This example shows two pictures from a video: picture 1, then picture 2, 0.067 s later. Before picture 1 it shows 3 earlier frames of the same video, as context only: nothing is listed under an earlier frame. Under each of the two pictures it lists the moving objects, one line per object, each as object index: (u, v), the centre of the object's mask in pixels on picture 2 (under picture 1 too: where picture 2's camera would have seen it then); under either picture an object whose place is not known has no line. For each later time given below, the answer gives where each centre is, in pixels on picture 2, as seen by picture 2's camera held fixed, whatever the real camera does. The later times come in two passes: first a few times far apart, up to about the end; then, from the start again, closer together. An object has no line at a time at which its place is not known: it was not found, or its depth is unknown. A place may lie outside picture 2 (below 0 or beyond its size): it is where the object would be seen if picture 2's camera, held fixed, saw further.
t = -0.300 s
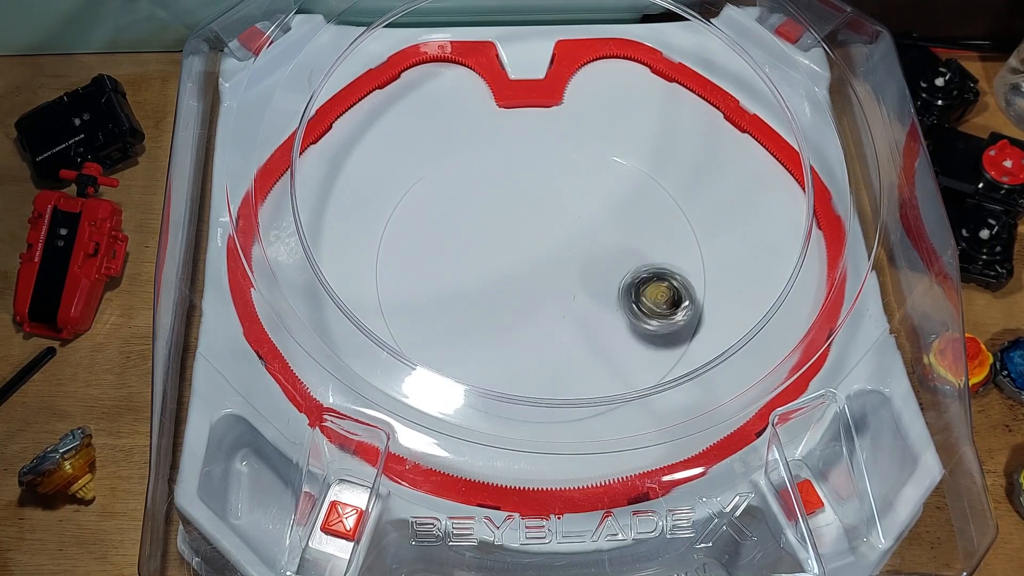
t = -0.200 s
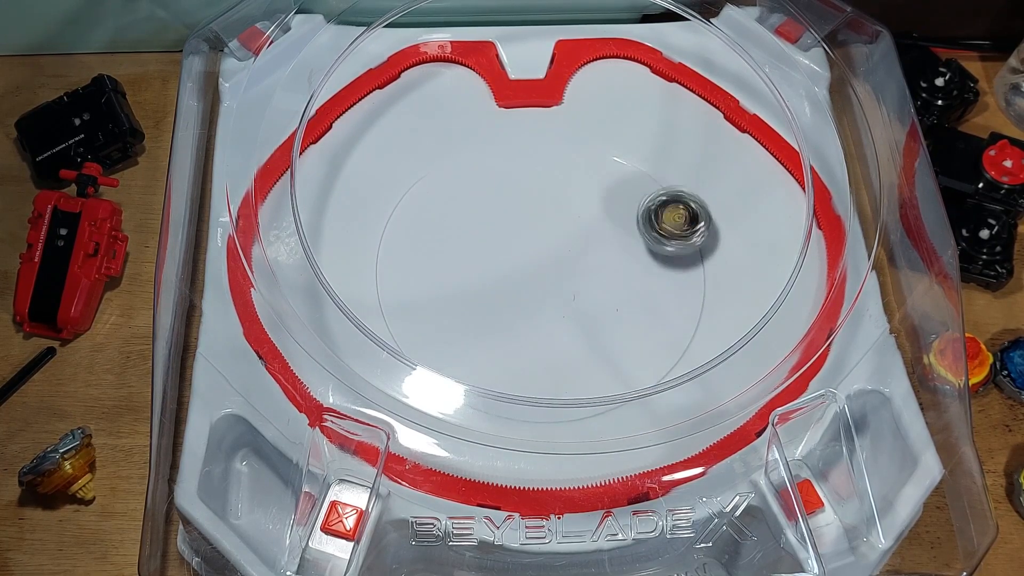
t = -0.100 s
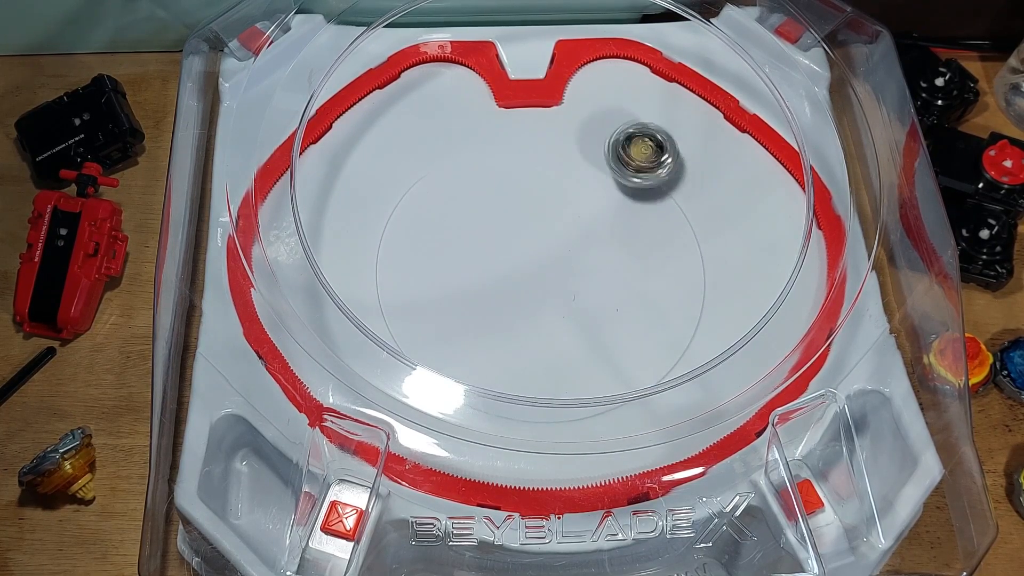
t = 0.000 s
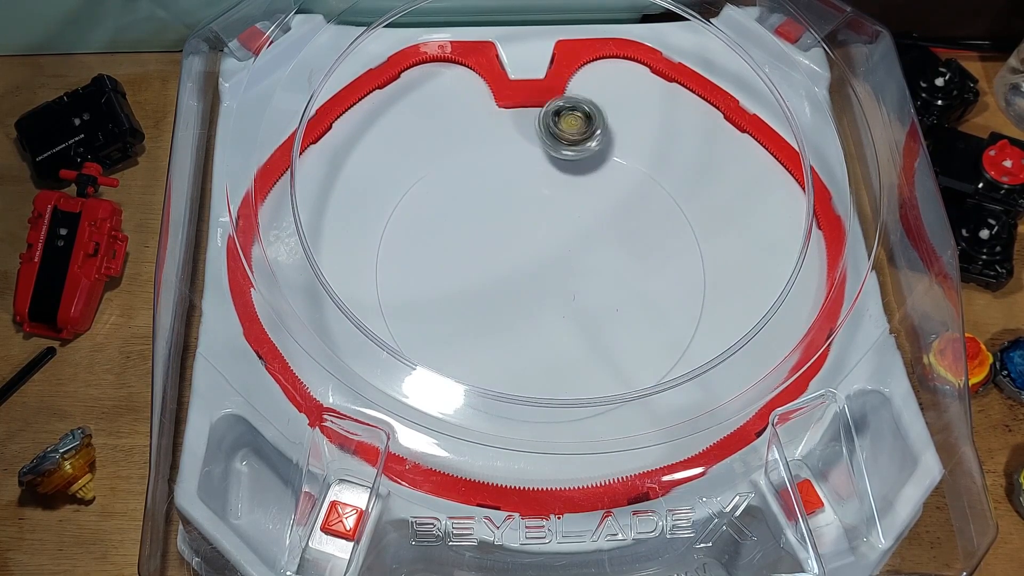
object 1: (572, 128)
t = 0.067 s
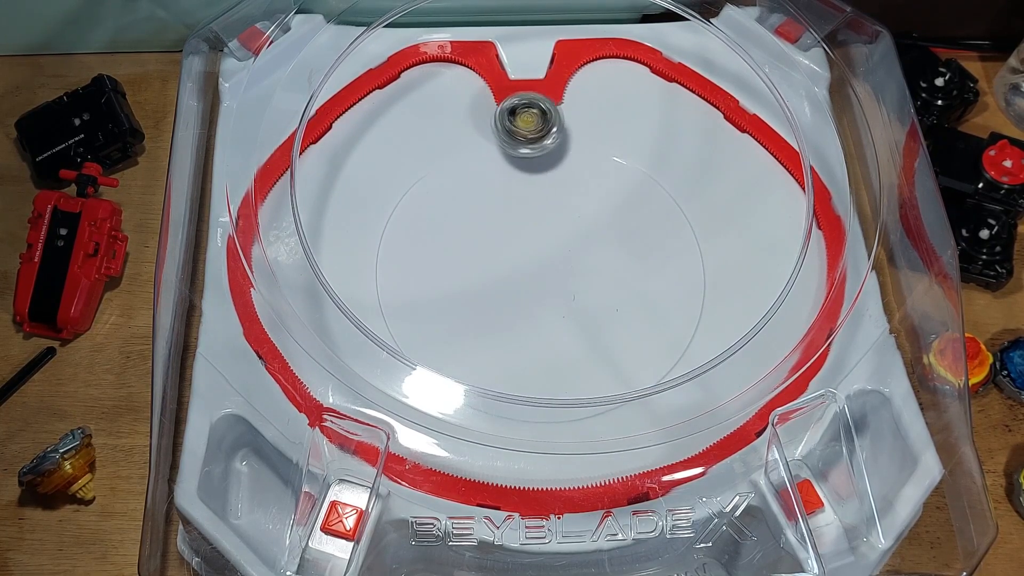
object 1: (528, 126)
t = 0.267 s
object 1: (431, 215)
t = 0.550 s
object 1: (594, 368)
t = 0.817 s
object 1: (692, 245)
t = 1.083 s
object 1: (541, 171)
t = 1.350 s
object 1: (434, 312)
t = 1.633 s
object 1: (611, 368)
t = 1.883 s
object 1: (645, 213)
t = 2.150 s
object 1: (466, 153)
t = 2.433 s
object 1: (443, 321)
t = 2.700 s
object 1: (660, 325)
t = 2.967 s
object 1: (654, 172)
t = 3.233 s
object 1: (478, 181)
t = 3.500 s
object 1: (474, 351)
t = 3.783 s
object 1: (660, 347)
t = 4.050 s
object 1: (629, 189)
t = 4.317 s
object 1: (448, 170)
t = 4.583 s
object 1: (445, 328)
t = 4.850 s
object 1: (651, 328)
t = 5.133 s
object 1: (657, 171)
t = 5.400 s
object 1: (486, 173)
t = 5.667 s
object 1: (448, 332)
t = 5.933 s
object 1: (615, 376)
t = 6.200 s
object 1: (662, 230)
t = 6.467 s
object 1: (513, 143)
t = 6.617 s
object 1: (429, 184)
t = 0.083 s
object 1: (517, 128)
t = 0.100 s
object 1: (506, 130)
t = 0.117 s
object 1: (496, 134)
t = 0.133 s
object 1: (486, 139)
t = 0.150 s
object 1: (476, 145)
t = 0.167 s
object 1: (467, 153)
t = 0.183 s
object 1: (458, 161)
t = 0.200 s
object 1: (450, 171)
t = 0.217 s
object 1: (444, 181)
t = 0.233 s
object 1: (439, 191)
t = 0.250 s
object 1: (434, 203)
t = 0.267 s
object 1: (431, 215)
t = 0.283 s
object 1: (429, 228)
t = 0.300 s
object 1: (429, 242)
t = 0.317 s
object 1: (430, 257)
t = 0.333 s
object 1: (434, 270)
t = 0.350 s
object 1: (438, 283)
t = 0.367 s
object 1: (445, 296)
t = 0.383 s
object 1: (453, 309)
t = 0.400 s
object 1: (463, 320)
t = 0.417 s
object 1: (474, 331)
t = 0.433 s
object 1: (487, 341)
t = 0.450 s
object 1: (500, 350)
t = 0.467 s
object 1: (514, 356)
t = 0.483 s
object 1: (530, 362)
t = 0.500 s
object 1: (545, 366)
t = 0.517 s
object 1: (561, 367)
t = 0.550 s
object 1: (594, 368)
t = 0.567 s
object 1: (608, 366)
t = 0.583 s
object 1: (625, 364)
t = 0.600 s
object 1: (637, 360)
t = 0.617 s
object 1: (651, 356)
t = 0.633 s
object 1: (662, 350)
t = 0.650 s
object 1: (672, 342)
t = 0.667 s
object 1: (678, 332)
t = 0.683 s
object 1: (682, 321)
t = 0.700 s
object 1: (686, 310)
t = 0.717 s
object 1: (689, 299)
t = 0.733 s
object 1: (692, 290)
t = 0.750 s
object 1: (694, 281)
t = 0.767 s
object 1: (695, 272)
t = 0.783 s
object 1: (695, 263)
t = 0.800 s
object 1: (695, 254)
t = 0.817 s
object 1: (692, 245)
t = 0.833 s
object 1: (690, 237)
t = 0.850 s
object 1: (686, 228)
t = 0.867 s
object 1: (681, 220)
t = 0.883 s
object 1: (676, 212)
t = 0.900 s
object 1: (668, 205)
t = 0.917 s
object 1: (660, 198)
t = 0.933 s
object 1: (651, 191)
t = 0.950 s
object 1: (641, 185)
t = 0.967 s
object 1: (630, 180)
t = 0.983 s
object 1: (618, 176)
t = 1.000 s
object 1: (606, 173)
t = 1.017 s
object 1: (593, 170)
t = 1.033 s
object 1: (580, 169)
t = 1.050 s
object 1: (567, 169)
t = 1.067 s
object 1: (555, 169)
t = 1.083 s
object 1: (541, 171)
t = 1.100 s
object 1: (528, 173)
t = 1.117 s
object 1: (516, 178)
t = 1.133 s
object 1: (503, 182)
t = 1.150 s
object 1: (492, 188)
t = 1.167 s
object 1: (480, 195)
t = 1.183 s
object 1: (470, 203)
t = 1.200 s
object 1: (461, 212)
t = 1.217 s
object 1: (452, 221)
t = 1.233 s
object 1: (444, 231)
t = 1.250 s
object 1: (439, 242)
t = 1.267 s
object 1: (434, 252)
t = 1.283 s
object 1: (431, 264)
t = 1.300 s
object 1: (429, 276)
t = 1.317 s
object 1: (429, 287)
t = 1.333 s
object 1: (431, 300)
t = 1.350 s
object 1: (434, 312)
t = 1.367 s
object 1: (437, 323)
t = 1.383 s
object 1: (443, 333)
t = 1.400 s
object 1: (451, 341)
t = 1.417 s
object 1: (459, 348)
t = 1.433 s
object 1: (470, 355)
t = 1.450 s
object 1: (480, 360)
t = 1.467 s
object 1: (491, 365)
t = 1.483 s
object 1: (502, 369)
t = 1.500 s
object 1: (513, 381)
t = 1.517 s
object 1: (525, 384)
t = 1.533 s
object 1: (538, 386)
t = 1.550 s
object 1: (551, 386)
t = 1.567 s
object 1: (564, 385)
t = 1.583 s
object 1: (577, 383)
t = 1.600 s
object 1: (588, 379)
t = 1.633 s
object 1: (611, 368)
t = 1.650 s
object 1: (622, 362)
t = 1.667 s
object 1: (631, 354)
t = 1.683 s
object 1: (640, 347)
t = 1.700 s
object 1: (647, 337)
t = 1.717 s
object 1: (654, 327)
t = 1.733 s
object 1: (658, 317)
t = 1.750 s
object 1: (662, 305)
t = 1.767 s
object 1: (664, 294)
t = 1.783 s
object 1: (665, 282)
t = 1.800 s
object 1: (665, 271)
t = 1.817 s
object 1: (665, 259)
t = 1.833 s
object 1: (661, 246)
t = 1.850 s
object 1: (657, 236)
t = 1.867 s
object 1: (651, 224)
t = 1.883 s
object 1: (645, 213)
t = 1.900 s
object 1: (638, 203)
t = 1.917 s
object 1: (630, 194)
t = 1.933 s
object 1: (620, 184)
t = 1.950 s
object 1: (610, 176)
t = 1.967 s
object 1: (600, 169)
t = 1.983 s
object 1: (588, 163)
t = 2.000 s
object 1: (576, 157)
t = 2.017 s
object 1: (564, 152)
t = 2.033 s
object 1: (552, 149)
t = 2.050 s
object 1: (539, 146)
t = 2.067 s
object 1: (527, 145)
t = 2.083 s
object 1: (513, 144)
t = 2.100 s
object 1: (502, 144)
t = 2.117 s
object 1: (489, 146)
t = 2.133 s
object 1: (477, 149)
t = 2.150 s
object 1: (466, 153)
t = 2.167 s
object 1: (456, 158)
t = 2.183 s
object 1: (446, 165)
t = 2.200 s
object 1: (436, 171)
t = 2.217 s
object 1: (428, 179)
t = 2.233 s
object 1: (422, 188)
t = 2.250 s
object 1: (415, 197)
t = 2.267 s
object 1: (411, 207)
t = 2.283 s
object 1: (407, 217)
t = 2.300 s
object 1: (404, 228)
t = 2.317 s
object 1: (404, 240)
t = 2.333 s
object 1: (404, 252)
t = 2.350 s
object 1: (406, 264)
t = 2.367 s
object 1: (411, 277)
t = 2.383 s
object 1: (417, 289)
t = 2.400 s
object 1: (424, 300)
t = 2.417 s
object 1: (432, 310)
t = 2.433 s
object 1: (443, 321)
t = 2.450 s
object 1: (454, 330)
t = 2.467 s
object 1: (466, 338)
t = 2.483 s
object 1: (479, 345)
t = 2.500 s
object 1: (495, 351)
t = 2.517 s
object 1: (509, 356)
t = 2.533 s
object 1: (523, 359)
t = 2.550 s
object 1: (538, 361)
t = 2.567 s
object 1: (554, 361)
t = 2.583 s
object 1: (570, 362)
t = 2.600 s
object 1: (584, 360)
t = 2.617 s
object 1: (598, 356)
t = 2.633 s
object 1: (612, 352)
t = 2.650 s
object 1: (625, 346)
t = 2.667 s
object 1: (639, 341)
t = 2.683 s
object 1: (650, 334)
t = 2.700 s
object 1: (660, 325)
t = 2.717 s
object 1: (669, 317)
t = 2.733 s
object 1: (678, 307)
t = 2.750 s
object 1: (685, 297)
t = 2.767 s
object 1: (691, 286)
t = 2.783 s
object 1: (696, 275)
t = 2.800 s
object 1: (699, 264)
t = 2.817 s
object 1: (701, 254)
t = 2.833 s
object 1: (701, 243)
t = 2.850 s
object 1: (699, 232)
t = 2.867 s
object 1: (693, 223)
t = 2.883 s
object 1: (687, 212)
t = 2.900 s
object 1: (682, 203)
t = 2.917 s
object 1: (675, 194)
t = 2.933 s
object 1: (669, 186)
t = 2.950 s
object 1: (662, 179)
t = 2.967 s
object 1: (654, 172)
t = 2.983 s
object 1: (645, 166)
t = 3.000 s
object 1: (636, 161)
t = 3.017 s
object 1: (626, 157)
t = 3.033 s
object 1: (615, 153)
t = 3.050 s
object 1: (604, 150)
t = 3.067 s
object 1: (592, 148)
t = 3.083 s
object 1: (580, 147)
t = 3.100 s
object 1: (568, 146)
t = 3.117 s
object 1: (556, 147)
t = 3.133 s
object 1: (544, 149)
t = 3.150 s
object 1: (533, 152)
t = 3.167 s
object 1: (521, 156)
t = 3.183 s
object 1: (509, 161)
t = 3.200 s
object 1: (499, 166)
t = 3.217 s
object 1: (488, 174)
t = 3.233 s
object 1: (478, 181)
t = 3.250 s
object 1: (469, 190)
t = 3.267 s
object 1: (461, 199)
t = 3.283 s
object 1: (453, 210)
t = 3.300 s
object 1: (447, 220)
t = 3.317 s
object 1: (443, 231)
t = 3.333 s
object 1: (439, 243)
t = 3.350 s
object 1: (437, 254)
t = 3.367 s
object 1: (436, 267)
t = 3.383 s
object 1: (436, 278)
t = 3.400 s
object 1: (438, 290)
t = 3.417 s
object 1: (440, 301)
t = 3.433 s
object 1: (445, 313)
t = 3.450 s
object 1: (450, 324)
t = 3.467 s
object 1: (457, 335)
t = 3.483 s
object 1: (465, 344)
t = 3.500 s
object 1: (474, 351)
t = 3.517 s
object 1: (485, 358)
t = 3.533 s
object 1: (496, 363)
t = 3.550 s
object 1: (509, 369)
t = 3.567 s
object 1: (520, 372)
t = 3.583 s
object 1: (531, 384)
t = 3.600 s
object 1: (543, 387)
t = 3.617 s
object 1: (556, 388)
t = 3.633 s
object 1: (568, 389)
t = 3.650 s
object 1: (580, 388)
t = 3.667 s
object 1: (591, 386)
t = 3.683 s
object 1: (603, 383)
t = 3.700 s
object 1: (614, 379)
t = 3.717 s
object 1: (625, 374)
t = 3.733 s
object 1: (634, 368)
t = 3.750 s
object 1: (644, 360)
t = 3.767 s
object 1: (652, 354)
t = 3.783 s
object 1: (660, 347)
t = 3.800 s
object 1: (666, 339)
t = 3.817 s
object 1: (671, 329)
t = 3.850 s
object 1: (678, 310)
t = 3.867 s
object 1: (681, 299)
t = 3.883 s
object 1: (681, 288)
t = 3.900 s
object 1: (681, 277)
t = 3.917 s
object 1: (679, 266)
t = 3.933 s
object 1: (677, 255)
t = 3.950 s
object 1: (673, 244)
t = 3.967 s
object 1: (668, 234)
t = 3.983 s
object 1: (662, 224)
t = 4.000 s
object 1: (655, 214)
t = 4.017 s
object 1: (647, 205)
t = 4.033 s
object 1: (638, 196)
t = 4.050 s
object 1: (629, 189)
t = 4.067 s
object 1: (619, 181)
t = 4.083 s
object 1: (608, 175)
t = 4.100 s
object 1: (597, 169)
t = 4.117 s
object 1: (586, 164)
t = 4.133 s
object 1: (574, 160)
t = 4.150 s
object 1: (562, 157)
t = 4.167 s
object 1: (550, 154)
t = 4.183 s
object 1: (537, 152)
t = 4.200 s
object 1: (526, 152)
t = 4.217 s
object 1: (513, 151)
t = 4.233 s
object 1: (502, 152)
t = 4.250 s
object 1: (489, 154)
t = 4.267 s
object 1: (478, 156)
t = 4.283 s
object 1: (468, 160)
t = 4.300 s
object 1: (457, 165)
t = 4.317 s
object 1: (448, 170)
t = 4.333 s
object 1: (438, 177)
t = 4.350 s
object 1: (430, 184)
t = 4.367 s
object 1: (422, 192)
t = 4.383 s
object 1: (416, 201)
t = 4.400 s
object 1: (410, 210)
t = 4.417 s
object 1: (406, 220)
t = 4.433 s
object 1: (404, 230)
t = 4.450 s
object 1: (402, 241)
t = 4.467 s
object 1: (402, 253)
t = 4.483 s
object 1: (404, 265)
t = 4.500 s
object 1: (407, 276)
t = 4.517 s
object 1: (412, 288)
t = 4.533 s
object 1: (418, 299)
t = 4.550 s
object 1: (426, 309)
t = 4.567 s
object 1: (435, 319)
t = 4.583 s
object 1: (445, 328)
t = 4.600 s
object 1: (457, 336)
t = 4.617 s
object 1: (469, 343)
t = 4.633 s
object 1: (482, 349)
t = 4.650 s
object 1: (496, 354)
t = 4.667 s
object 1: (509, 357)
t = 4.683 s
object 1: (523, 360)
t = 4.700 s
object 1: (537, 361)
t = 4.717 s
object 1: (551, 362)
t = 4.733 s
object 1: (564, 361)
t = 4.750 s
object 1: (578, 359)
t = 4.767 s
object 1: (592, 356)
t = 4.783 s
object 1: (604, 352)
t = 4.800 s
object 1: (617, 347)
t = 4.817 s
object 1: (629, 342)
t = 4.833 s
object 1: (640, 335)
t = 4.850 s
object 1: (651, 328)
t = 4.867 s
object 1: (659, 320)
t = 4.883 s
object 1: (668, 311)
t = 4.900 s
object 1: (675, 303)
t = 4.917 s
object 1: (681, 292)
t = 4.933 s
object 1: (686, 282)
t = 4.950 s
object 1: (691, 272)
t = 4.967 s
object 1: (693, 261)
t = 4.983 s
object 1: (695, 251)
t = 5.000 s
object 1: (696, 240)
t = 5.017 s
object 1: (695, 230)
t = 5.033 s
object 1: (693, 220)
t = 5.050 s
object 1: (691, 210)
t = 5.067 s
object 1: (687, 202)
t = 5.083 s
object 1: (680, 194)
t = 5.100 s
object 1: (673, 185)
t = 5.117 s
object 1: (665, 178)
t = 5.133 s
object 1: (657, 171)
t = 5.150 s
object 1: (648, 164)
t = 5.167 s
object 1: (639, 158)
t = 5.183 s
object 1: (629, 154)
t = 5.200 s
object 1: (620, 150)
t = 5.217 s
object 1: (609, 147)
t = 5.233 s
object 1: (598, 145)
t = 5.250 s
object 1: (587, 143)
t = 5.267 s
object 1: (576, 143)
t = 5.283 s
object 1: (564, 143)
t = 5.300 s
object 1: (553, 144)
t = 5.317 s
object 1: (541, 147)
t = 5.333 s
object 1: (529, 150)
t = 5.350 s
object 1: (517, 154)
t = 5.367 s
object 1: (506, 160)
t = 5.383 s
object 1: (495, 165)
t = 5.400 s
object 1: (486, 173)
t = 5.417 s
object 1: (476, 180)
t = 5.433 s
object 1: (468, 188)
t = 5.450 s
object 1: (460, 197)
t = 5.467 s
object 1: (453, 206)
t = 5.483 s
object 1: (447, 216)
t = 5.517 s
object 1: (438, 237)
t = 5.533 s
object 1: (435, 248)
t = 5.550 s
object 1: (433, 258)
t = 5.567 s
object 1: (432, 269)
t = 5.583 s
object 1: (432, 280)
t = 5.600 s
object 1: (434, 291)
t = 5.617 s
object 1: (435, 302)
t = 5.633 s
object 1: (438, 312)
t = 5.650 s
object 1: (443, 322)
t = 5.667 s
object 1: (448, 332)
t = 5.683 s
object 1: (455, 340)
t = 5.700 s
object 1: (464, 348)
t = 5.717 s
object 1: (473, 354)
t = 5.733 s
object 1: (483, 361)
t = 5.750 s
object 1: (494, 366)
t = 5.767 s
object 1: (505, 370)
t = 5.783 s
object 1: (514, 383)
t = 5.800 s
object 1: (526, 386)
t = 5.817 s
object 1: (537, 389)
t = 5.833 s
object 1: (549, 390)
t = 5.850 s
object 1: (561, 390)
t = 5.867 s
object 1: (572, 390)
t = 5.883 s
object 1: (584, 388)
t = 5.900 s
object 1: (594, 385)
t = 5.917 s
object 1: (605, 381)
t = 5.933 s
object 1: (615, 376)
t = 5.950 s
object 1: (625, 370)
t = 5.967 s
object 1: (633, 363)
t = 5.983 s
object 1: (641, 358)
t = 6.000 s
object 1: (650, 352)
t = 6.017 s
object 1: (657, 343)
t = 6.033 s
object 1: (662, 334)
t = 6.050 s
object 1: (666, 324)
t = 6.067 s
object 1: (670, 314)
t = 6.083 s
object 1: (672, 303)
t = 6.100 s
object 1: (673, 292)
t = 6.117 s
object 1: (674, 281)
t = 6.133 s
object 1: (673, 271)
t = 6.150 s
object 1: (672, 261)
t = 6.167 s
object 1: (669, 250)
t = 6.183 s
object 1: (665, 240)
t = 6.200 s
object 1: (662, 230)
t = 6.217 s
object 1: (656, 221)
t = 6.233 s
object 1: (650, 211)
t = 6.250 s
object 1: (643, 203)
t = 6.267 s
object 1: (635, 194)
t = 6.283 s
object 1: (627, 186)
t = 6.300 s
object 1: (619, 179)
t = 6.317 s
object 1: (609, 172)
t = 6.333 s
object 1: (601, 167)
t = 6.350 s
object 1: (590, 161)
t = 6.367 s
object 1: (579, 156)
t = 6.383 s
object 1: (569, 152)
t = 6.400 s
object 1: (558, 149)
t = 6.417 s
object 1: (547, 146)
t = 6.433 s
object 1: (536, 145)
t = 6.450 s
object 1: (525, 143)
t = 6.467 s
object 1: (513, 143)
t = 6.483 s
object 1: (502, 143)
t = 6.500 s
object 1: (492, 145)
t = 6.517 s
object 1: (481, 148)
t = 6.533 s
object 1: (471, 151)
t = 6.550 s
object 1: (461, 156)
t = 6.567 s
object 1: (453, 162)
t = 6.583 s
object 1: (444, 168)
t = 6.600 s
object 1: (436, 176)
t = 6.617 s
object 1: (429, 184)
